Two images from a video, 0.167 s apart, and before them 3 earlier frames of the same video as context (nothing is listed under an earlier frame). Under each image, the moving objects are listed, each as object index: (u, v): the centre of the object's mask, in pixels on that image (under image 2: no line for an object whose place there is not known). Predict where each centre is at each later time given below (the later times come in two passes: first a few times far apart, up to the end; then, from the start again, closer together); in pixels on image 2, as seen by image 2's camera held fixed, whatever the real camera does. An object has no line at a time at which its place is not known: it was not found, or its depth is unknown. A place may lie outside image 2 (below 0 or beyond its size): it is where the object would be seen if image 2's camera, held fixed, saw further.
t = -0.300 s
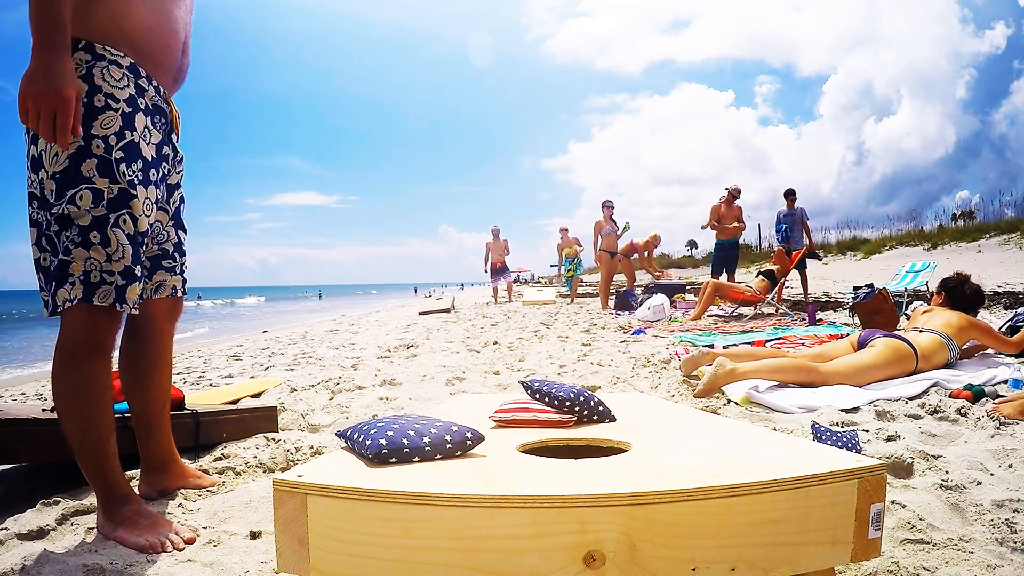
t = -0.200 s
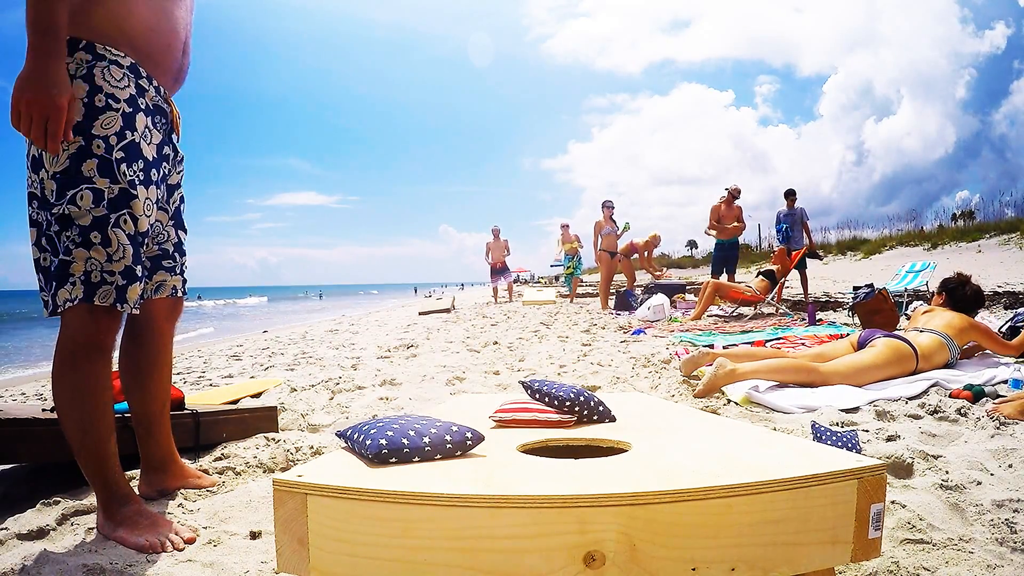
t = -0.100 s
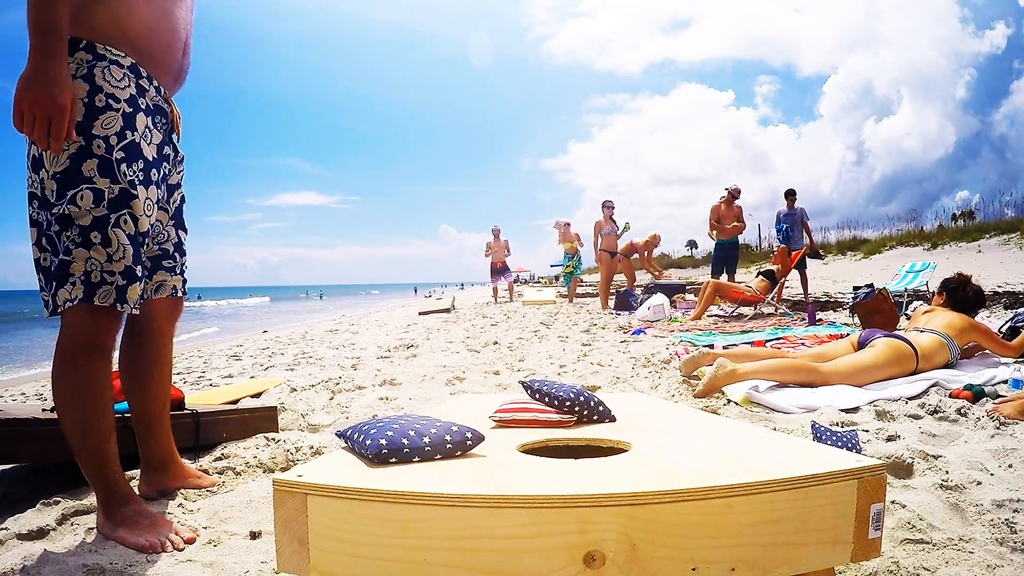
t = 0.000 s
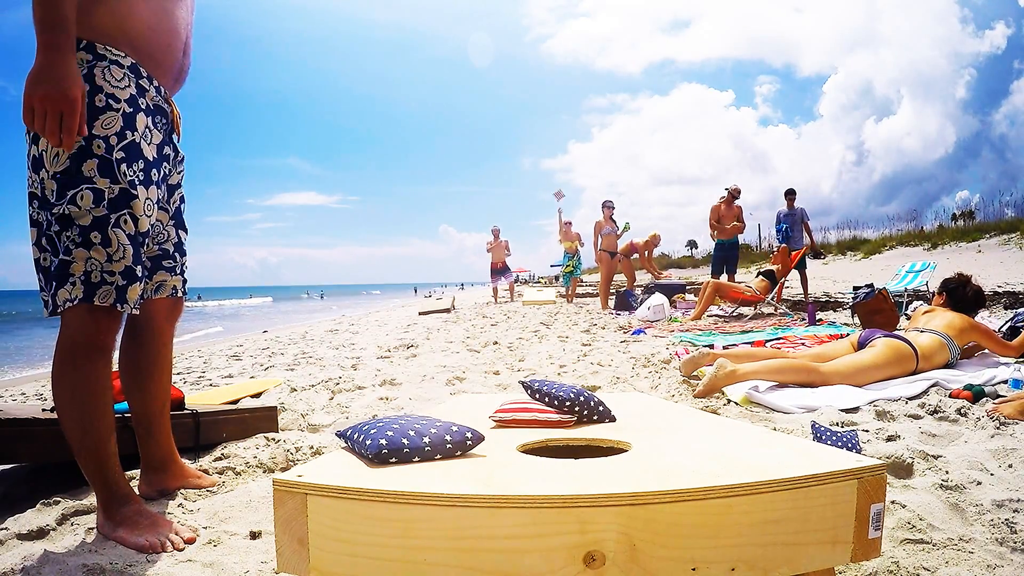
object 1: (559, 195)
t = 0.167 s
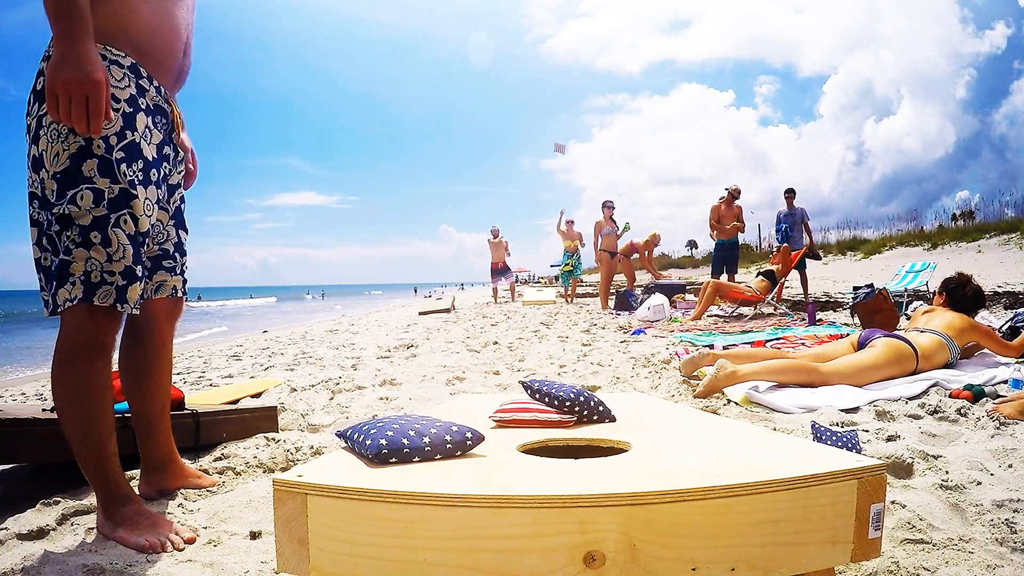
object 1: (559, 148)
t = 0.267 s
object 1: (559, 124)
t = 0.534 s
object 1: (559, 84)
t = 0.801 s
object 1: (562, 139)
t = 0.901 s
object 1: (568, 261)
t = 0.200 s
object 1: (559, 140)
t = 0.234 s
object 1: (559, 132)
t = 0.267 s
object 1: (559, 124)
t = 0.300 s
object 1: (560, 117)
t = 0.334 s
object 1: (559, 110)
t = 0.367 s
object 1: (560, 105)
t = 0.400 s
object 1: (559, 99)
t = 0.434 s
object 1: (559, 94)
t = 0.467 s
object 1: (559, 90)
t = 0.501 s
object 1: (559, 87)
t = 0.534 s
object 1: (559, 84)
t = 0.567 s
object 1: (559, 83)
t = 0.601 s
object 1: (559, 83)
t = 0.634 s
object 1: (558, 85)
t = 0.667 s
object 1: (559, 89)
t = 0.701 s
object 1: (559, 96)
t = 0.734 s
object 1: (560, 105)
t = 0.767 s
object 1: (561, 119)
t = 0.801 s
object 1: (562, 139)
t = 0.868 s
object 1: (566, 206)
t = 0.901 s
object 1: (568, 261)
